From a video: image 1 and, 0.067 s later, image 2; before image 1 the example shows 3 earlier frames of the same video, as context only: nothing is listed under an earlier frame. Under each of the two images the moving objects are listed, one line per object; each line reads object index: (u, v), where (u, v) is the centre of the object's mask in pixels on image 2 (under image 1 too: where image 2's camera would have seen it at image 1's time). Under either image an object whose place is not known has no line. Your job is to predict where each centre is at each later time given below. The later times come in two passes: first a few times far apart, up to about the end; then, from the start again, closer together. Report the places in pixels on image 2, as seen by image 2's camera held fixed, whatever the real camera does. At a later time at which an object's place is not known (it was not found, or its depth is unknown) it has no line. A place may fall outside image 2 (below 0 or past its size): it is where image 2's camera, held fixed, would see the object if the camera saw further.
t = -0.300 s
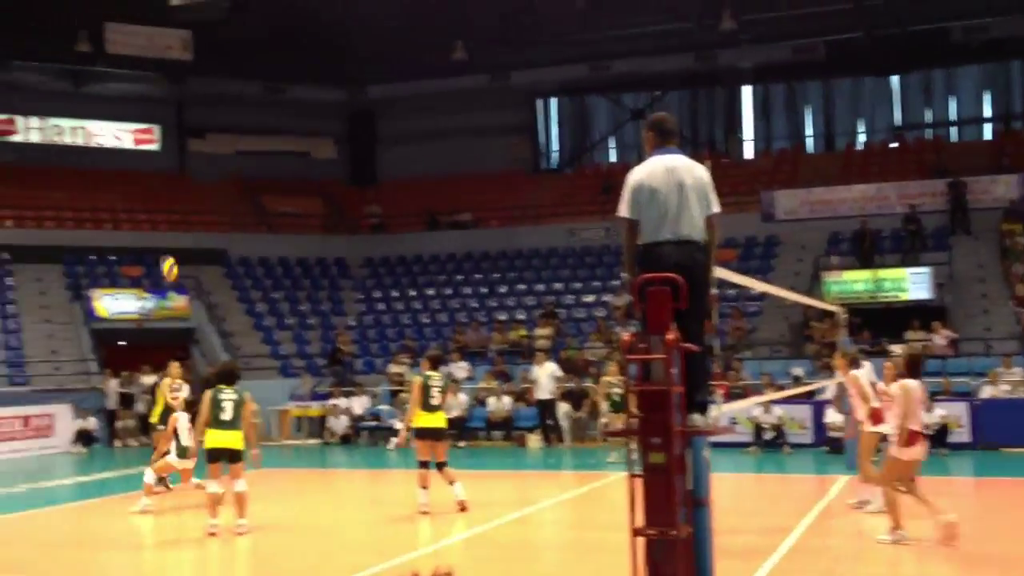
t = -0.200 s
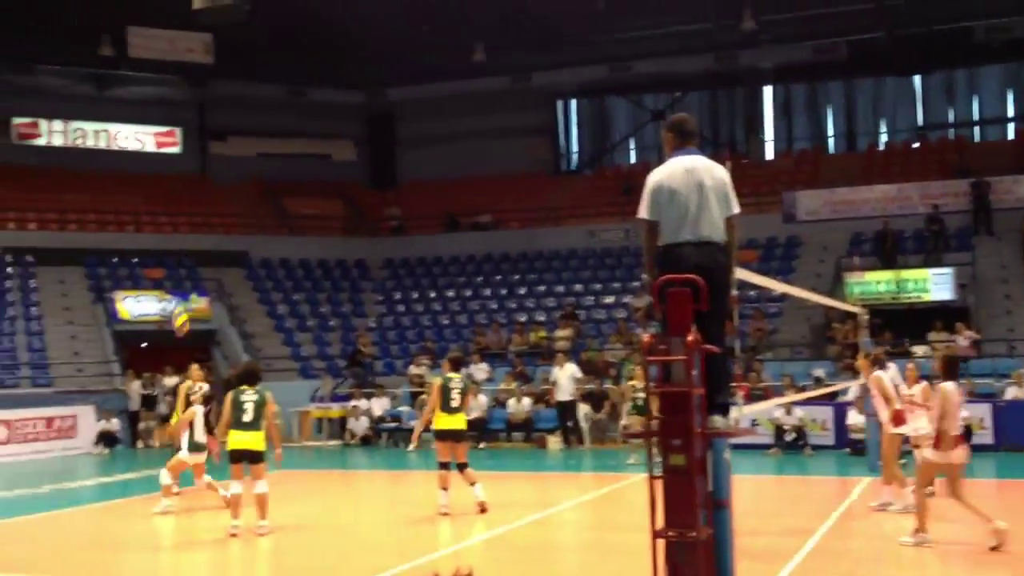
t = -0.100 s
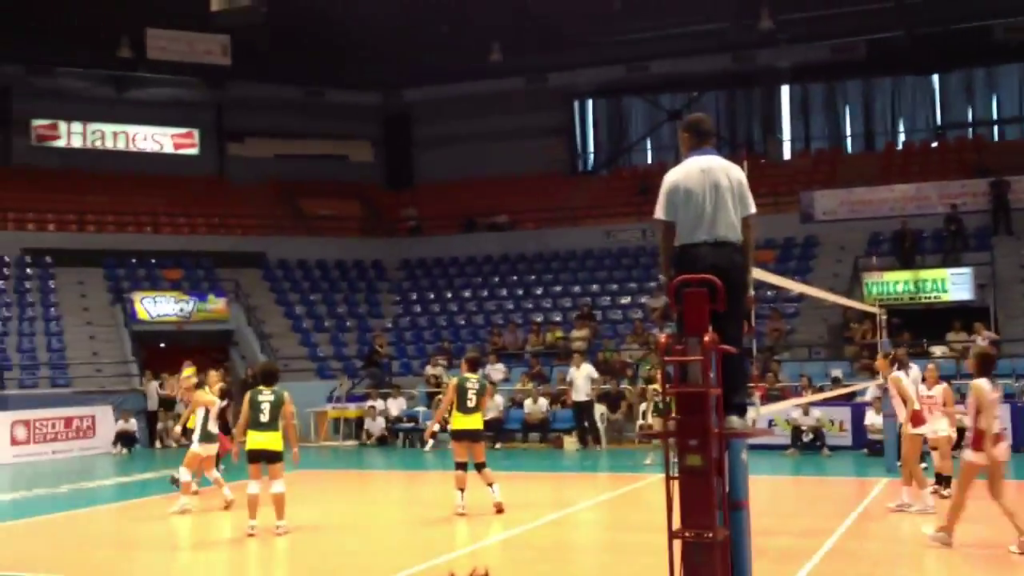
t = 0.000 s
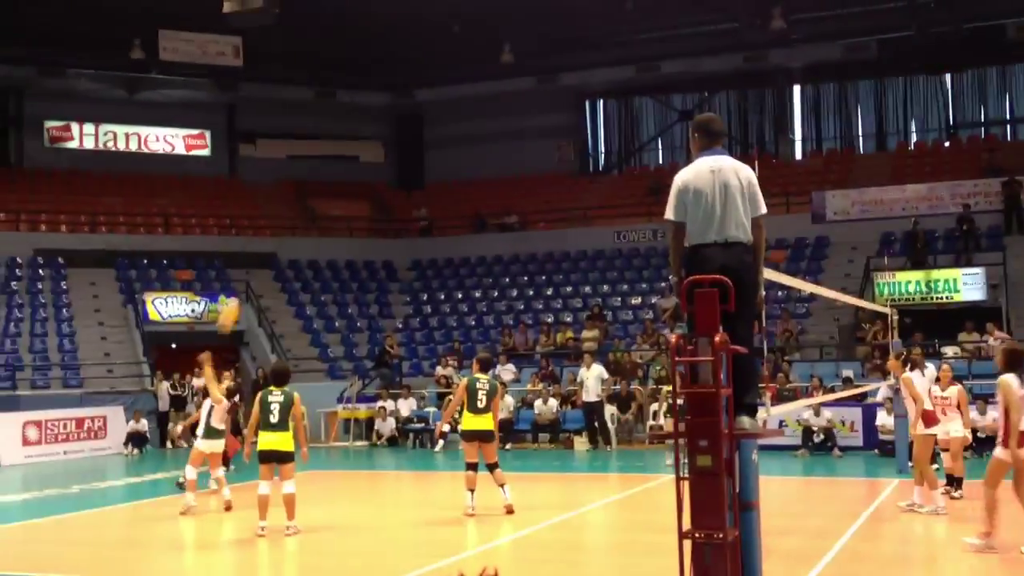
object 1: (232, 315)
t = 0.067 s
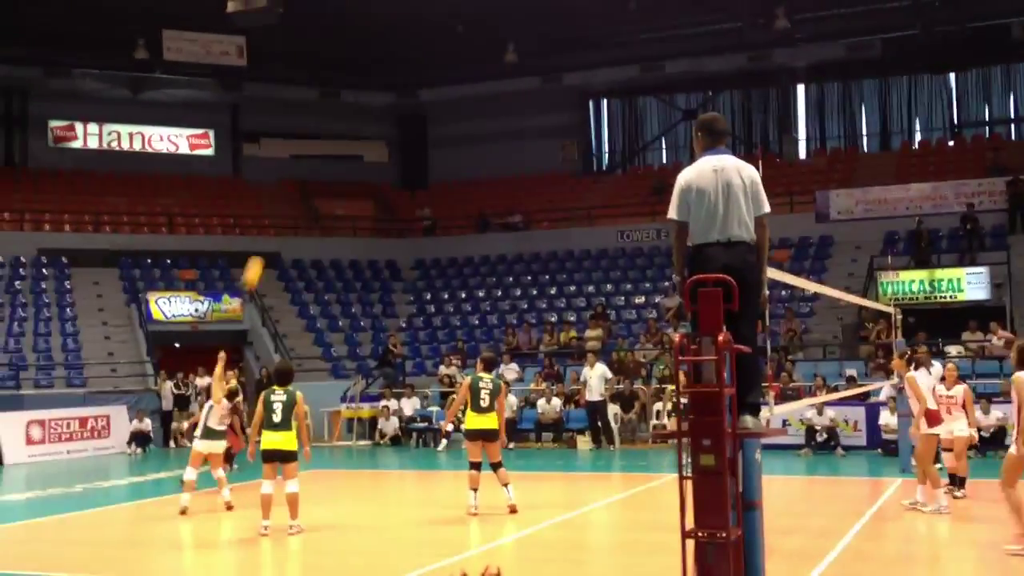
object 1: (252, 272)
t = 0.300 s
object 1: (323, 158)
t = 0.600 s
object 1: (407, 83)
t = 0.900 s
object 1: (484, 80)
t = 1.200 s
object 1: (549, 139)
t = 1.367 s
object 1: (589, 199)
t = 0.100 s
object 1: (263, 252)
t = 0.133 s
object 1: (274, 234)
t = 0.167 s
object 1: (283, 217)
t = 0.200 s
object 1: (293, 200)
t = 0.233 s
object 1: (303, 185)
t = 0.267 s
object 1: (312, 171)
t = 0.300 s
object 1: (323, 158)
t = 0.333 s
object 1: (332, 146)
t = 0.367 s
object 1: (342, 134)
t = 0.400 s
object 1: (352, 125)
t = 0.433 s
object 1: (360, 116)
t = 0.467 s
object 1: (369, 108)
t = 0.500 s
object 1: (379, 100)
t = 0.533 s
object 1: (388, 93)
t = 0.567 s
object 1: (397, 88)
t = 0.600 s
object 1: (407, 83)
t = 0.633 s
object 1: (416, 79)
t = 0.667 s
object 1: (424, 76)
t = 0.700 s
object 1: (434, 74)
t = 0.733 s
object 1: (443, 73)
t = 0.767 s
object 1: (451, 73)
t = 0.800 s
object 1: (459, 73)
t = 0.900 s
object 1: (484, 80)
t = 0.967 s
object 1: (496, 88)
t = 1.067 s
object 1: (521, 106)
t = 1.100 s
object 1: (528, 113)
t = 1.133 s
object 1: (535, 122)
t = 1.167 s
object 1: (543, 130)
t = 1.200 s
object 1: (549, 139)
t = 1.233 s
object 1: (557, 151)
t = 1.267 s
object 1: (566, 161)
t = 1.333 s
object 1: (581, 186)
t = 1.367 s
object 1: (589, 199)
